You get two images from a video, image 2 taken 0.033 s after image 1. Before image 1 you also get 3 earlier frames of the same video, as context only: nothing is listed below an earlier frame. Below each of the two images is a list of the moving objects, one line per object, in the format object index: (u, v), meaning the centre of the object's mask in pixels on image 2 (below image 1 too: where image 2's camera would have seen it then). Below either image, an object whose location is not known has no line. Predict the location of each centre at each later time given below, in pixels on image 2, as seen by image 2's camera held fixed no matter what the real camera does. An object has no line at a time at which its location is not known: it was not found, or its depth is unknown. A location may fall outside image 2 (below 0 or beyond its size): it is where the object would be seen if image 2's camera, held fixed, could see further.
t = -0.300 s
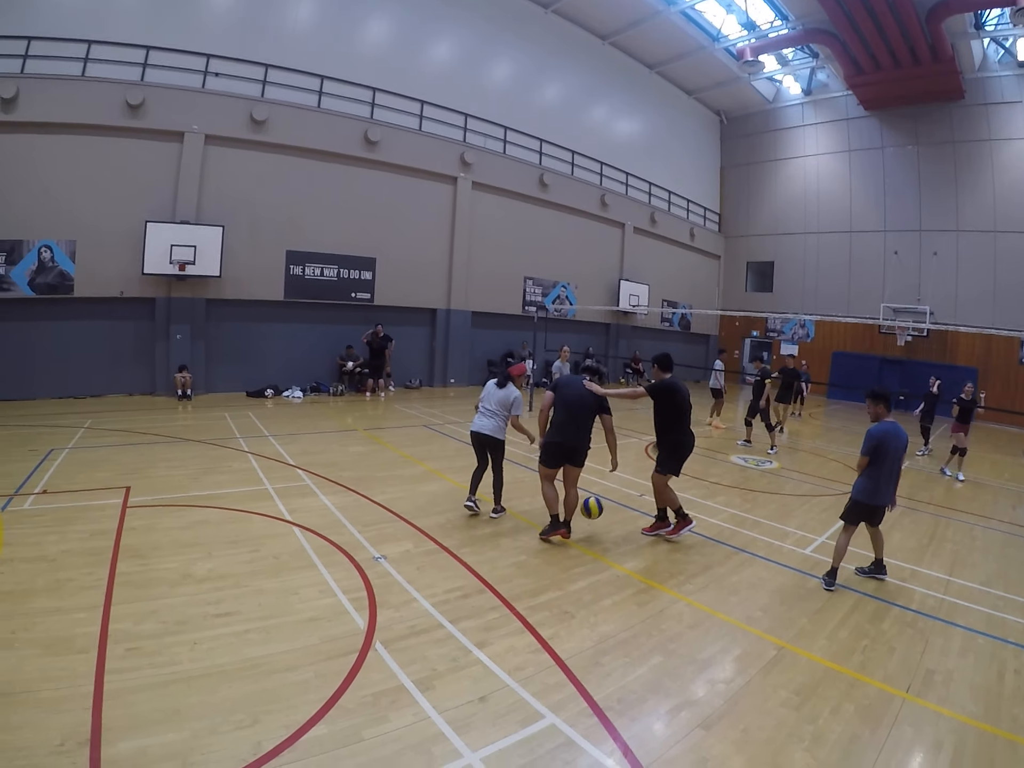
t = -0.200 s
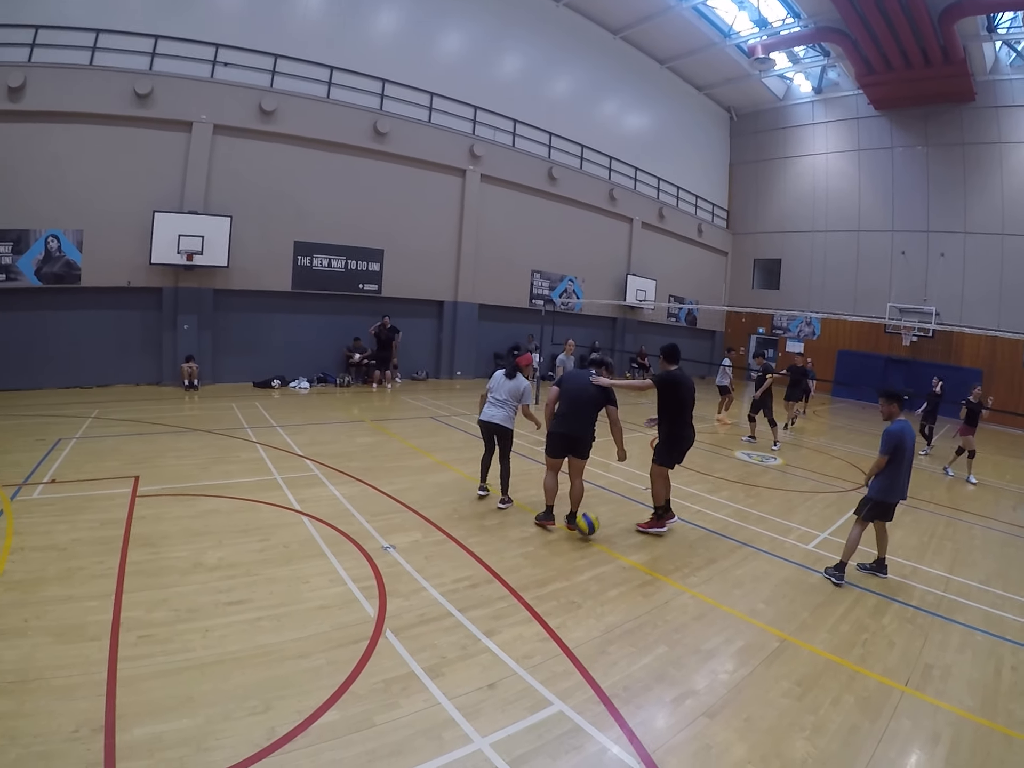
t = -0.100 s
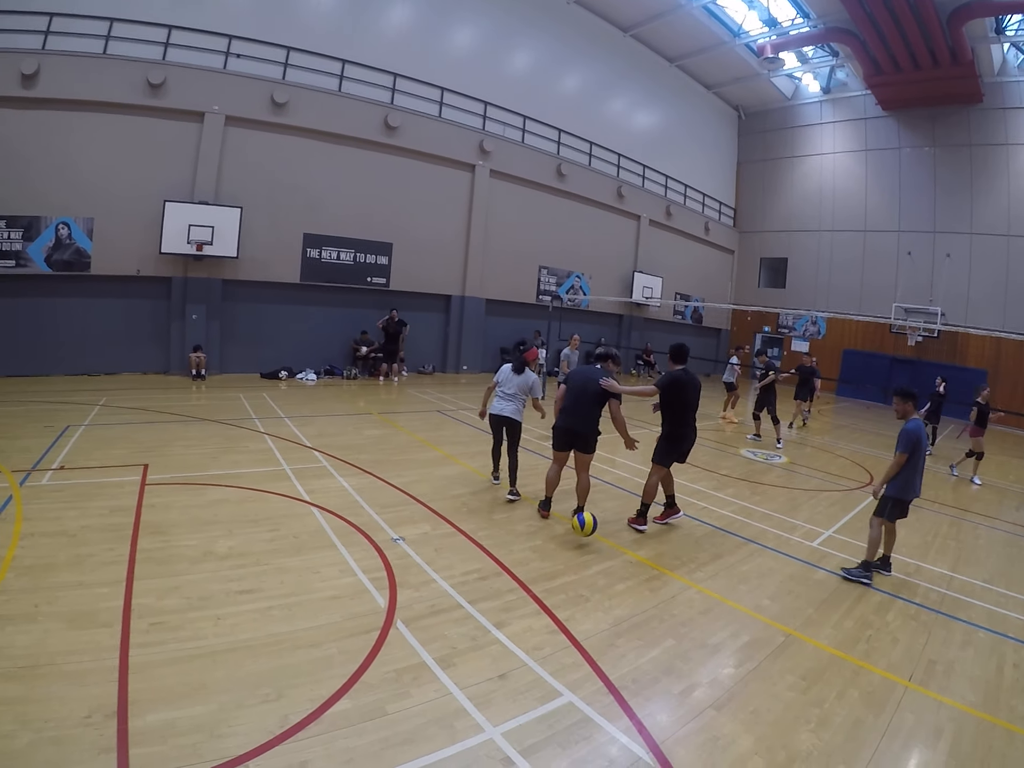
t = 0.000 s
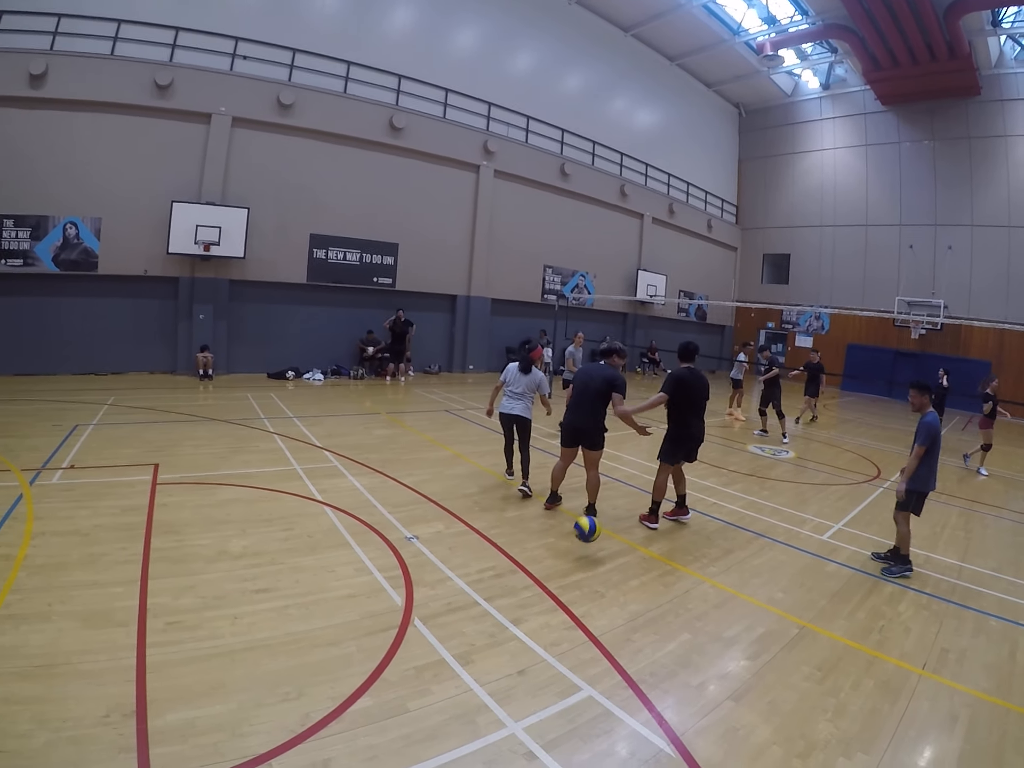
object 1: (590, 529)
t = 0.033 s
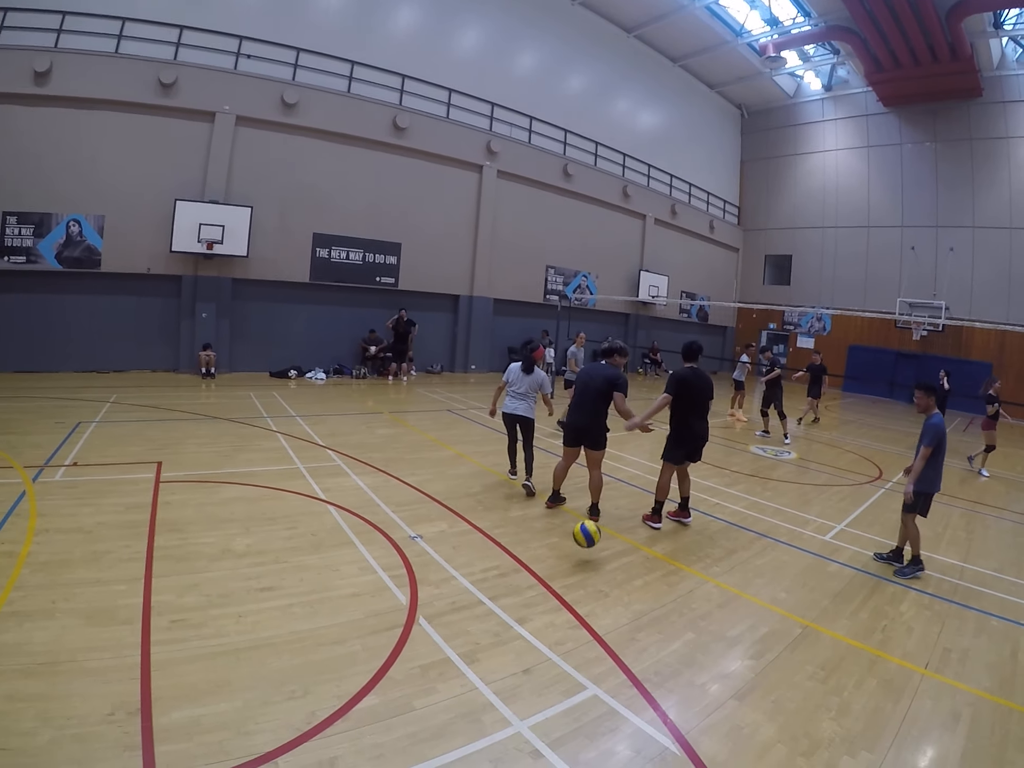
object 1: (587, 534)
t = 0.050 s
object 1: (585, 537)
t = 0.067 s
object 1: (583, 541)
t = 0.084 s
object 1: (580, 544)
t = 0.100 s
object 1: (578, 549)
